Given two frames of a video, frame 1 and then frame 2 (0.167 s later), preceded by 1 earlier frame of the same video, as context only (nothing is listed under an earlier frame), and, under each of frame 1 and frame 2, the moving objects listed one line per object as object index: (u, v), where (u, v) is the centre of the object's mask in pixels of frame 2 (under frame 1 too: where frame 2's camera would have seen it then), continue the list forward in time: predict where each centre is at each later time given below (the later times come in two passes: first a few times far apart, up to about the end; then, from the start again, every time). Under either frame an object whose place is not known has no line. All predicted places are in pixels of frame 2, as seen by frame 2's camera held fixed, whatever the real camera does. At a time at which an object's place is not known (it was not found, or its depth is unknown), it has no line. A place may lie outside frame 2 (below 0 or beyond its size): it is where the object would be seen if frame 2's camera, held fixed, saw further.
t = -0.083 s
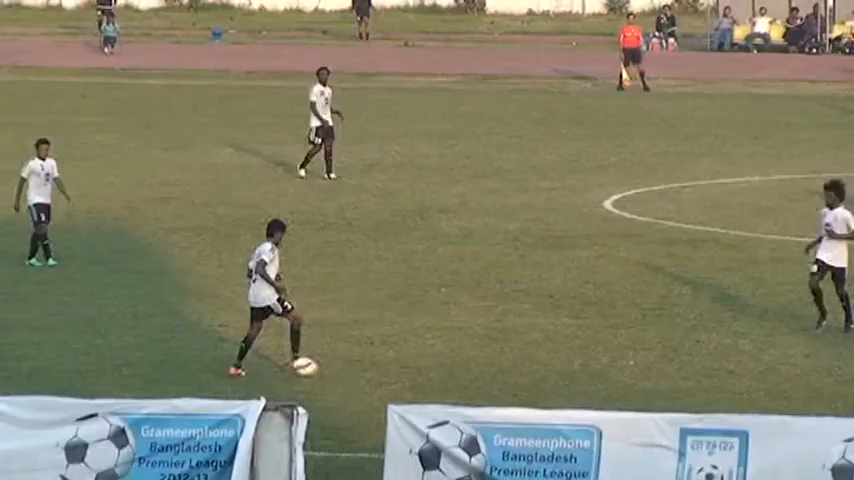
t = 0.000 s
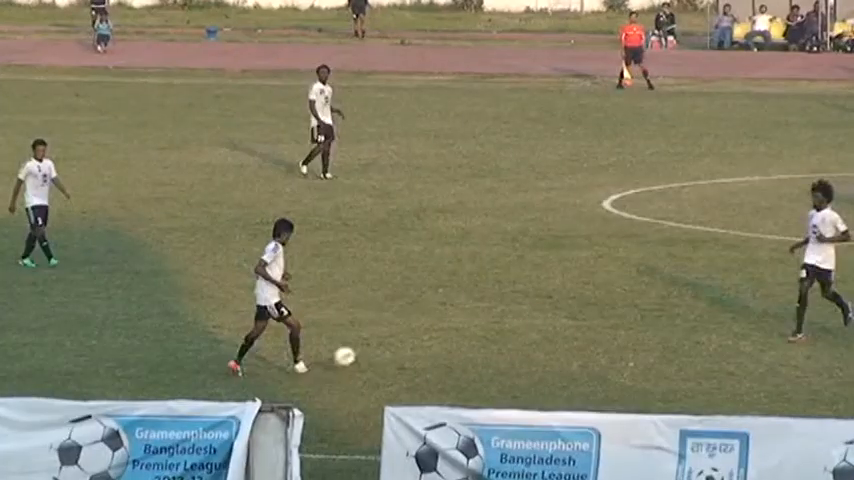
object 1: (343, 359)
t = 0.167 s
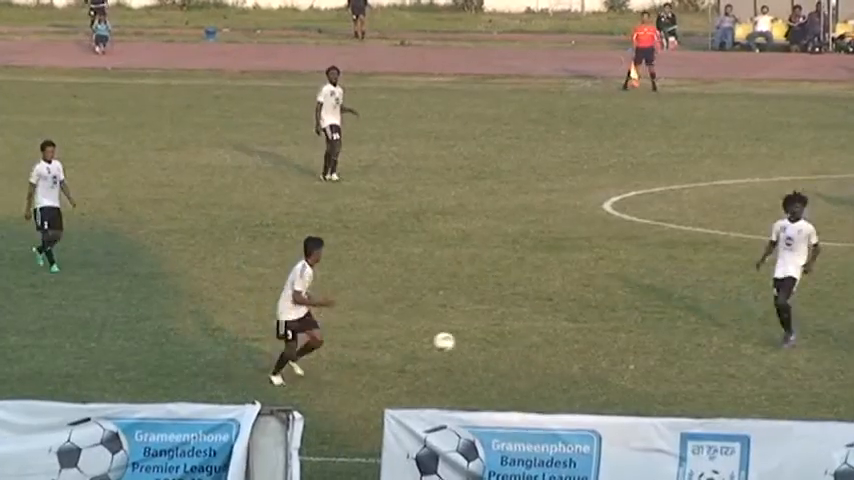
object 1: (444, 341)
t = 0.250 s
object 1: (482, 345)
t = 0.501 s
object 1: (591, 349)
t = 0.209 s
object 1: (463, 342)
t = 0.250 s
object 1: (482, 345)
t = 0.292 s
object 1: (502, 349)
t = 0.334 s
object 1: (521, 355)
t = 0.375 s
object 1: (540, 361)
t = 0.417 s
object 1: (557, 362)
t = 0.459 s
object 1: (575, 355)
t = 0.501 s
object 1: (591, 349)
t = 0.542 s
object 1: (608, 345)
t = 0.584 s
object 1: (625, 342)
